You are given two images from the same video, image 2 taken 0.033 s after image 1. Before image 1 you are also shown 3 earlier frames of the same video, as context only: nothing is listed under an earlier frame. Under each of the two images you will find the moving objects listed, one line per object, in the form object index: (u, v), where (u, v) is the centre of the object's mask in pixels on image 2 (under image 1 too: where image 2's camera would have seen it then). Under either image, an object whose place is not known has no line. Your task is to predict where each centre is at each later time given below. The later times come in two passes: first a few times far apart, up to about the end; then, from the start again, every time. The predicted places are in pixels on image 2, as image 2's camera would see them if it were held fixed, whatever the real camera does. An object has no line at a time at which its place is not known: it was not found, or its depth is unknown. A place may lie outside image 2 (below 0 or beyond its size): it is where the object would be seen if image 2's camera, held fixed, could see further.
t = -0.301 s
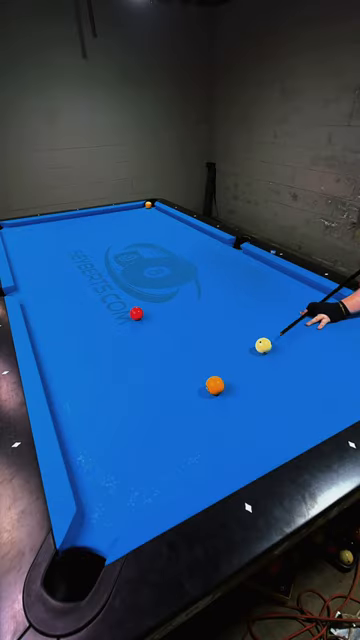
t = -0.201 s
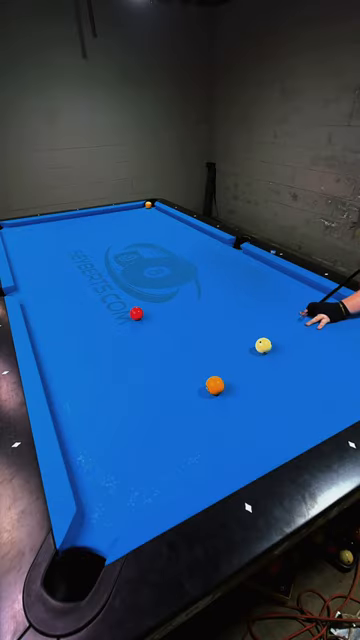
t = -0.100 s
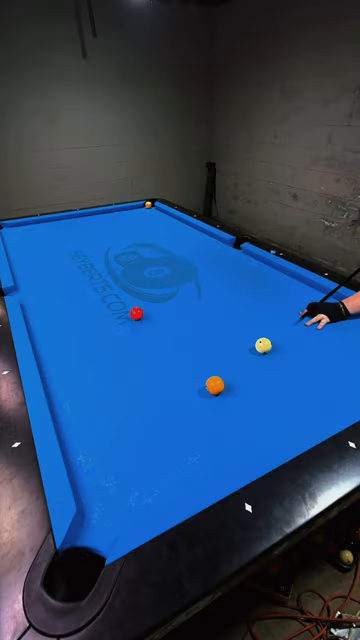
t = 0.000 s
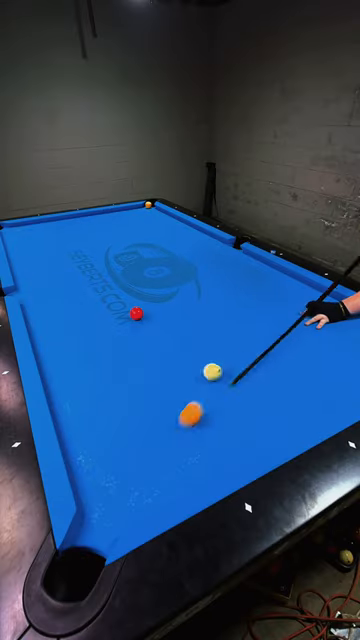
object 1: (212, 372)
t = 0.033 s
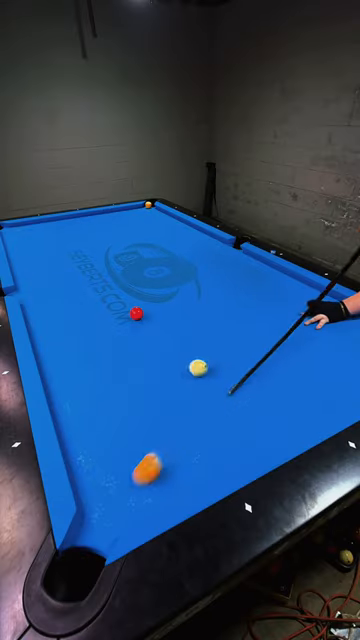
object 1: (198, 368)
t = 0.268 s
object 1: (124, 338)
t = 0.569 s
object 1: (82, 303)
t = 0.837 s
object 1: (76, 275)
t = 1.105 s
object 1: (89, 252)
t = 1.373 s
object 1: (110, 232)
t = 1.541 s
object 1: (121, 222)
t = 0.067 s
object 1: (185, 363)
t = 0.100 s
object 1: (172, 359)
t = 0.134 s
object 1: (161, 355)
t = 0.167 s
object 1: (151, 351)
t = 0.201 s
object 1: (141, 346)
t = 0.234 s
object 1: (132, 342)
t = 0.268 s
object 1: (124, 338)
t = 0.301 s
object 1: (117, 334)
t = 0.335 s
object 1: (110, 330)
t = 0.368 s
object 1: (104, 326)
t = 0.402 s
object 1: (99, 322)
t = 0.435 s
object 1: (95, 318)
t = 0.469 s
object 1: (91, 315)
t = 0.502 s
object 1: (87, 311)
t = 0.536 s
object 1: (84, 307)
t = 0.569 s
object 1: (82, 303)
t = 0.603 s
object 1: (80, 299)
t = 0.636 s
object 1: (78, 296)
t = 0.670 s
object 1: (77, 292)
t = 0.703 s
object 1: (76, 289)
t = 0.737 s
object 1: (75, 285)
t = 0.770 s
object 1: (75, 282)
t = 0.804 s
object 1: (75, 279)
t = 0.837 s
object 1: (76, 275)
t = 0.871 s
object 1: (77, 272)
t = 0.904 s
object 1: (77, 269)
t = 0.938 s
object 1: (79, 266)
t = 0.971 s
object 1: (81, 263)
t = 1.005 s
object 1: (82, 260)
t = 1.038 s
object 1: (84, 257)
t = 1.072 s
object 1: (86, 255)
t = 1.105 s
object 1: (89, 252)
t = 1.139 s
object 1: (91, 249)
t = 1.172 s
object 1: (94, 246)
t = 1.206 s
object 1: (97, 244)
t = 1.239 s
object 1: (100, 241)
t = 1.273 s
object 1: (102, 238)
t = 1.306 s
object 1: (105, 236)
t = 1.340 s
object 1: (108, 234)
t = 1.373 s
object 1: (110, 232)
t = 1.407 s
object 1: (112, 230)
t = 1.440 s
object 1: (115, 228)
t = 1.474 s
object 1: (117, 226)
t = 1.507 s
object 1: (119, 224)
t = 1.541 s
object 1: (121, 222)
